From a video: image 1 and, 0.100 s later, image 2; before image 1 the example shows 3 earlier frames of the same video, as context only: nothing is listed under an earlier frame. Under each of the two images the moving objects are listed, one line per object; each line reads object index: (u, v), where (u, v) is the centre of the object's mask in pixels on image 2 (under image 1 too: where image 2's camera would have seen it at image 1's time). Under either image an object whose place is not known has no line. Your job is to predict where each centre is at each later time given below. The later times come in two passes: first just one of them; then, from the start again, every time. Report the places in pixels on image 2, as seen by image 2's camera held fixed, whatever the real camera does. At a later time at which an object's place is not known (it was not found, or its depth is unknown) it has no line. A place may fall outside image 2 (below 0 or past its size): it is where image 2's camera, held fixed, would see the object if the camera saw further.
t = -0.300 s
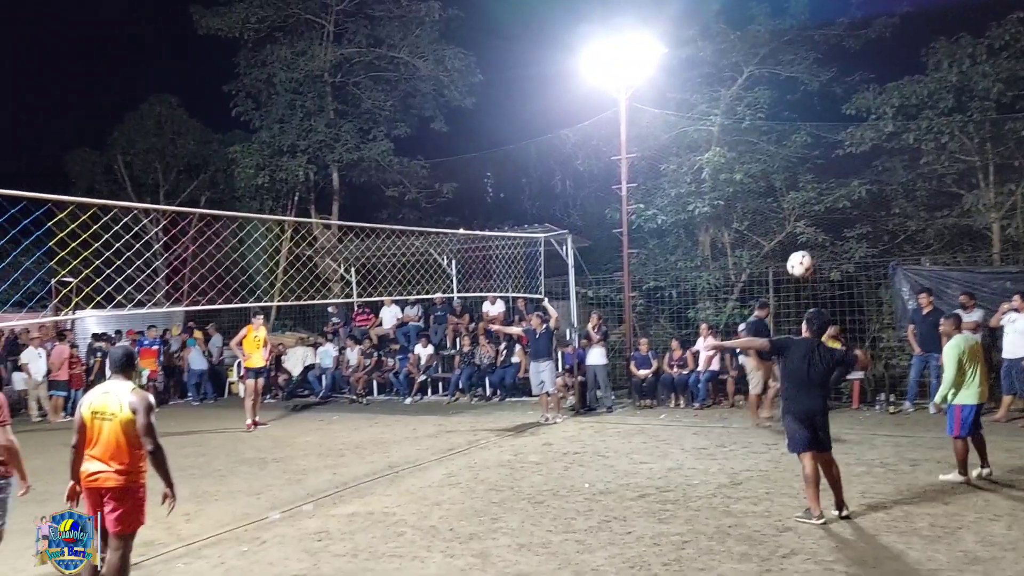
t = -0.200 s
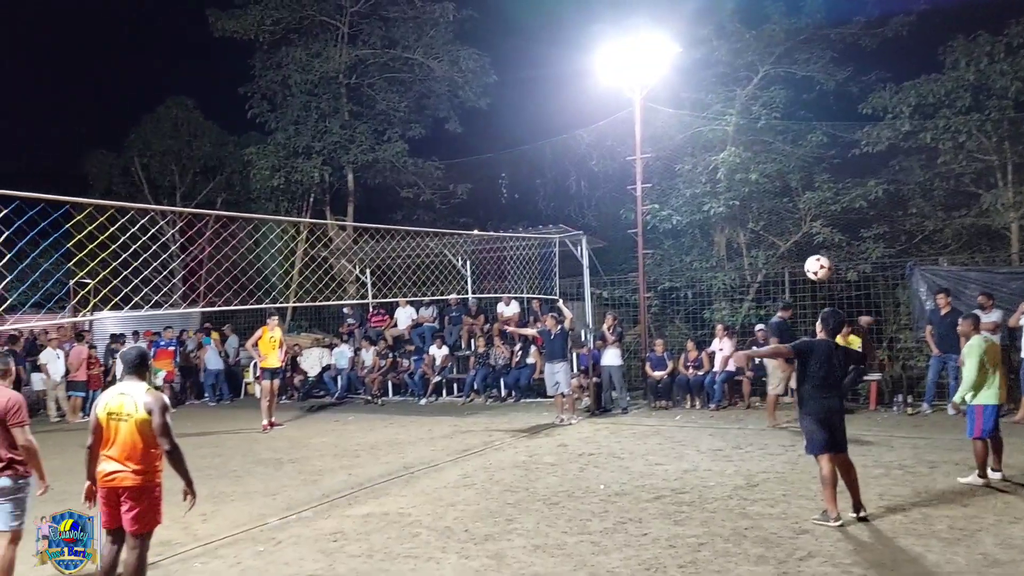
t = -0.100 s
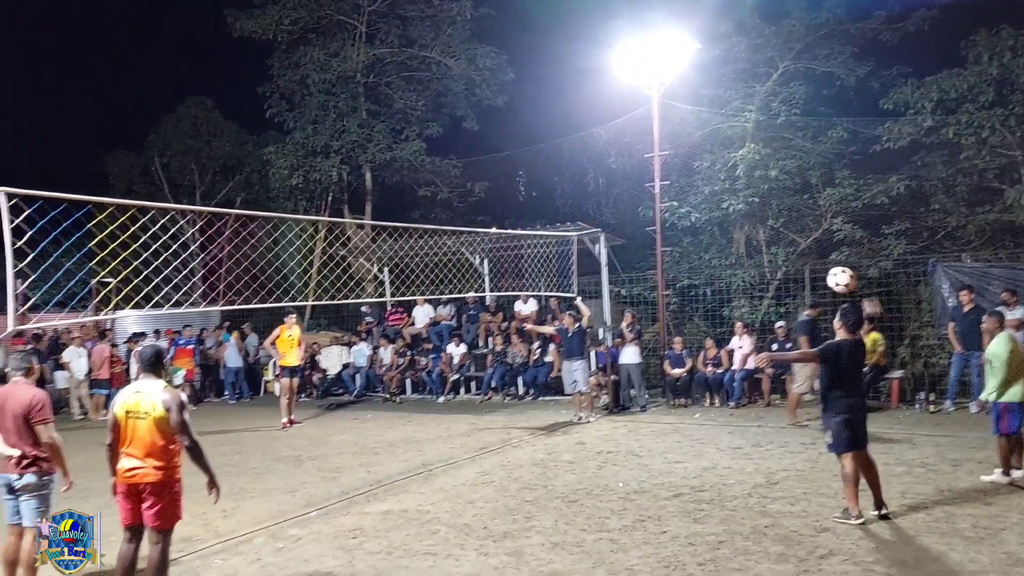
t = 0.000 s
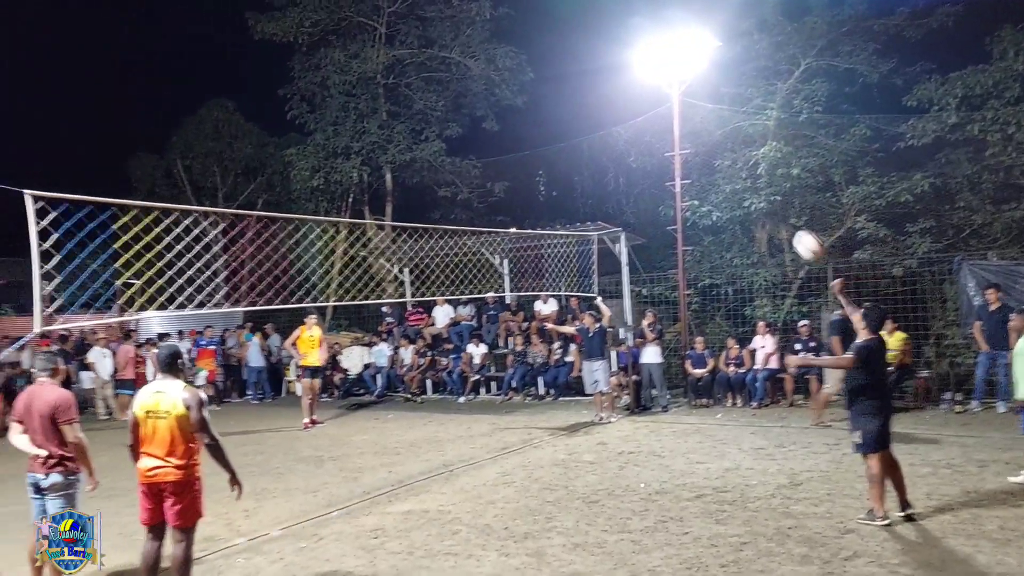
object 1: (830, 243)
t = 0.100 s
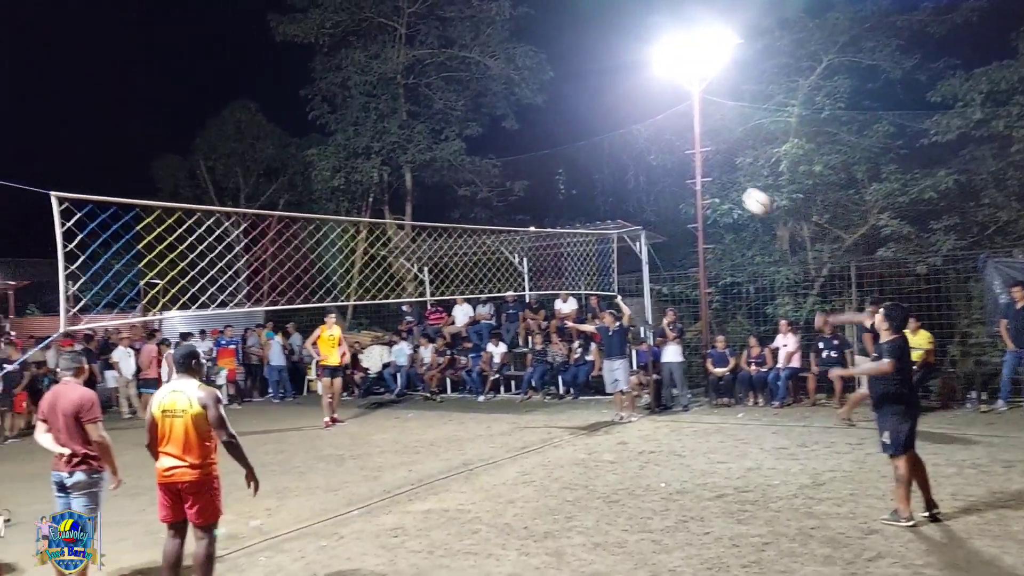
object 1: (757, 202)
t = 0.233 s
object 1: (677, 167)
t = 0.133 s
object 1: (735, 190)
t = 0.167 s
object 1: (714, 181)
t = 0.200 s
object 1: (695, 173)
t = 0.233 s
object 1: (677, 167)
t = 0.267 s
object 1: (661, 163)
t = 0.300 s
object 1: (644, 158)
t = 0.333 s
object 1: (627, 155)
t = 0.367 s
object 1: (611, 153)
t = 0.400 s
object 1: (596, 152)
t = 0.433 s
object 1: (583, 152)
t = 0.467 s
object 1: (569, 153)
